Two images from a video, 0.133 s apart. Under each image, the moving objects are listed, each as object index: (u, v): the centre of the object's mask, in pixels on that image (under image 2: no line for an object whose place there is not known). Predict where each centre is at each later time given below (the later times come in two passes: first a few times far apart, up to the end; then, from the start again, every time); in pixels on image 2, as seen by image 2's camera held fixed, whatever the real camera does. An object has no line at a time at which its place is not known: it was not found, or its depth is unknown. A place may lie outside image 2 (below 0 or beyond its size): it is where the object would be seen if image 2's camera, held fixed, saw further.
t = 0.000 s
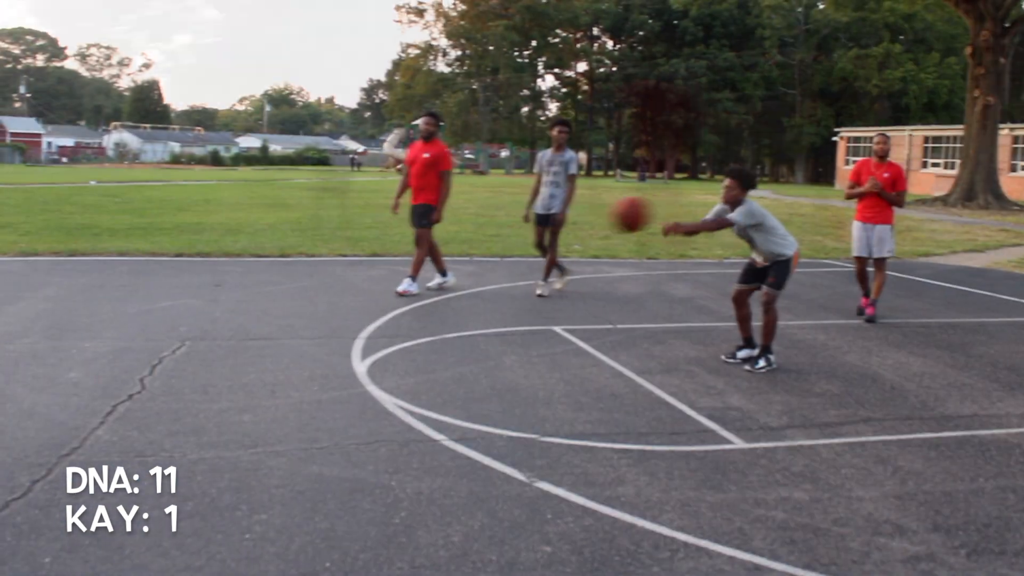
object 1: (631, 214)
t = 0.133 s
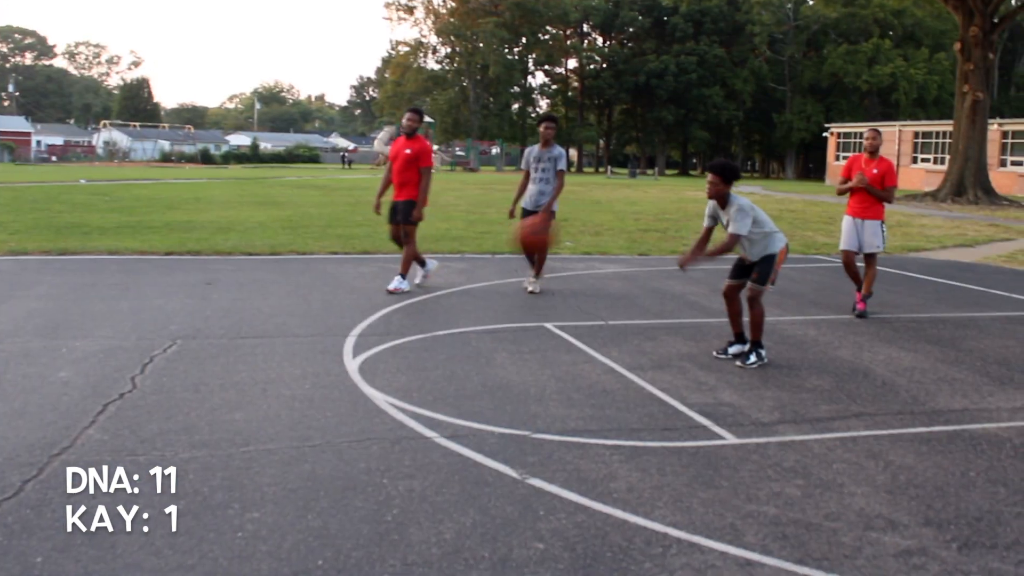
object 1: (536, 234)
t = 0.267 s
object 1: (435, 295)
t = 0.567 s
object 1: (248, 329)
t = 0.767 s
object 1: (157, 285)
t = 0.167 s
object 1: (509, 247)
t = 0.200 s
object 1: (485, 260)
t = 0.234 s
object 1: (461, 275)
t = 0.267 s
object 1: (435, 295)
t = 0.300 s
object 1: (408, 315)
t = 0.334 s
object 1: (380, 343)
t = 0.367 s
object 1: (350, 368)
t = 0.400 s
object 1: (321, 397)
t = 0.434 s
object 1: (302, 395)
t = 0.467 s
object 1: (289, 378)
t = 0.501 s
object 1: (276, 360)
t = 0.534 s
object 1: (262, 344)
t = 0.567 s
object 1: (248, 329)
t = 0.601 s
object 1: (234, 317)
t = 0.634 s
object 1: (219, 306)
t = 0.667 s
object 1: (204, 298)
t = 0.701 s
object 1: (190, 291)
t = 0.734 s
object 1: (174, 287)
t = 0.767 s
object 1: (157, 285)
